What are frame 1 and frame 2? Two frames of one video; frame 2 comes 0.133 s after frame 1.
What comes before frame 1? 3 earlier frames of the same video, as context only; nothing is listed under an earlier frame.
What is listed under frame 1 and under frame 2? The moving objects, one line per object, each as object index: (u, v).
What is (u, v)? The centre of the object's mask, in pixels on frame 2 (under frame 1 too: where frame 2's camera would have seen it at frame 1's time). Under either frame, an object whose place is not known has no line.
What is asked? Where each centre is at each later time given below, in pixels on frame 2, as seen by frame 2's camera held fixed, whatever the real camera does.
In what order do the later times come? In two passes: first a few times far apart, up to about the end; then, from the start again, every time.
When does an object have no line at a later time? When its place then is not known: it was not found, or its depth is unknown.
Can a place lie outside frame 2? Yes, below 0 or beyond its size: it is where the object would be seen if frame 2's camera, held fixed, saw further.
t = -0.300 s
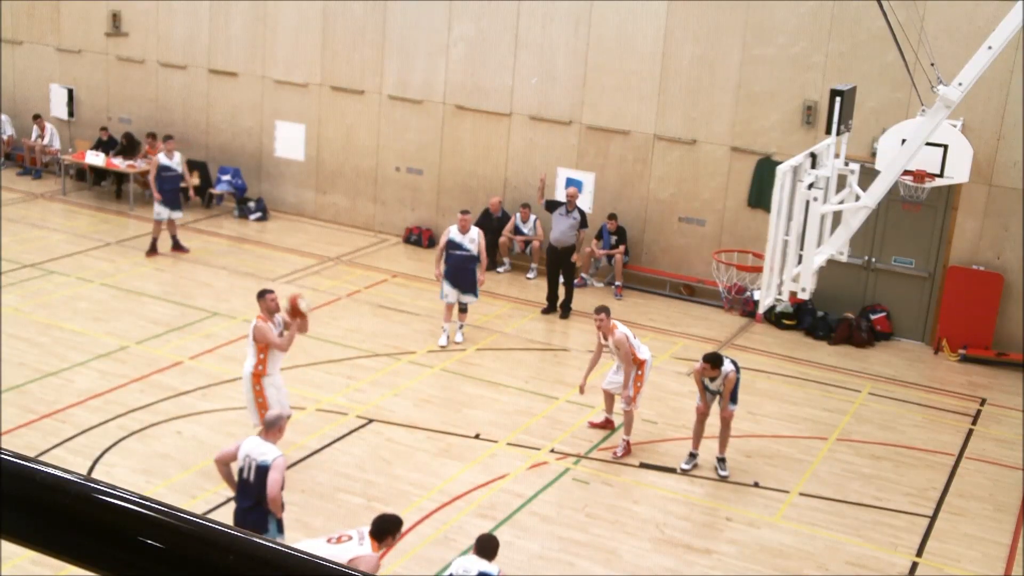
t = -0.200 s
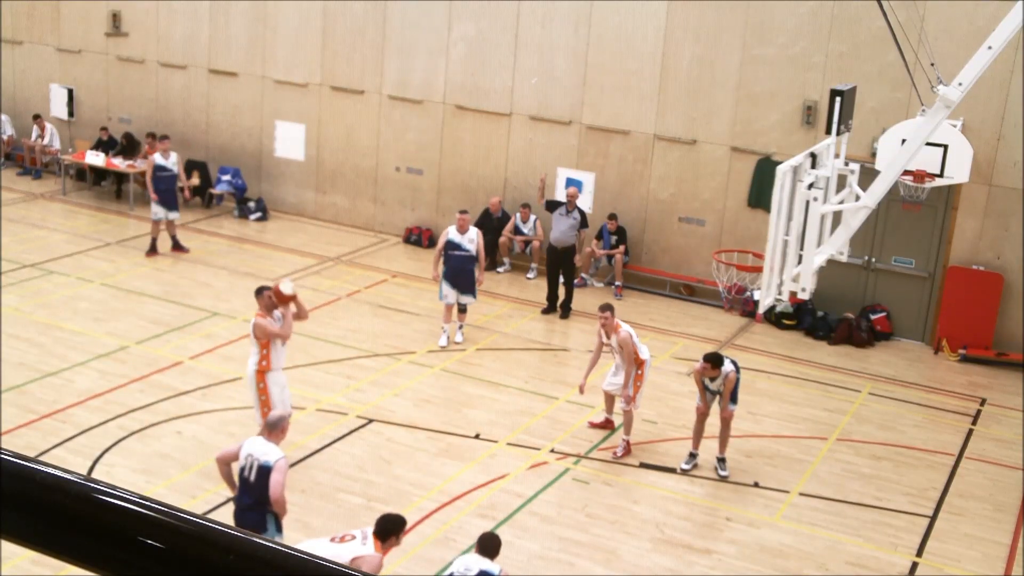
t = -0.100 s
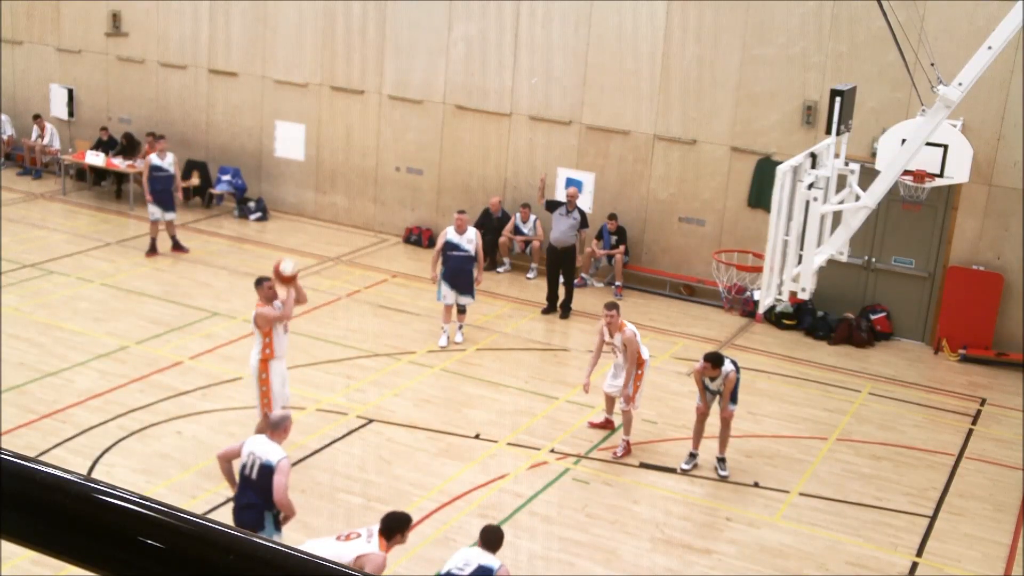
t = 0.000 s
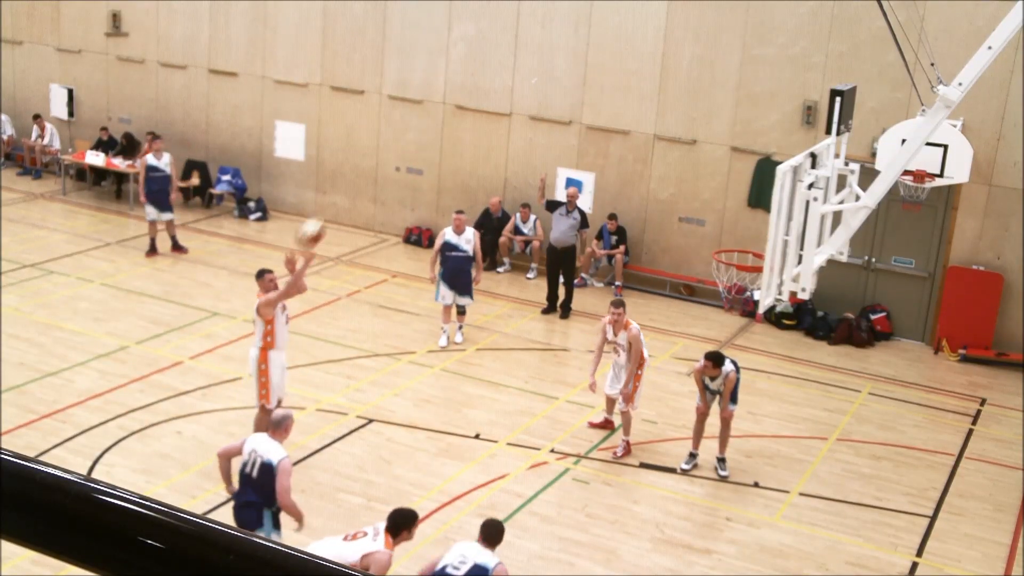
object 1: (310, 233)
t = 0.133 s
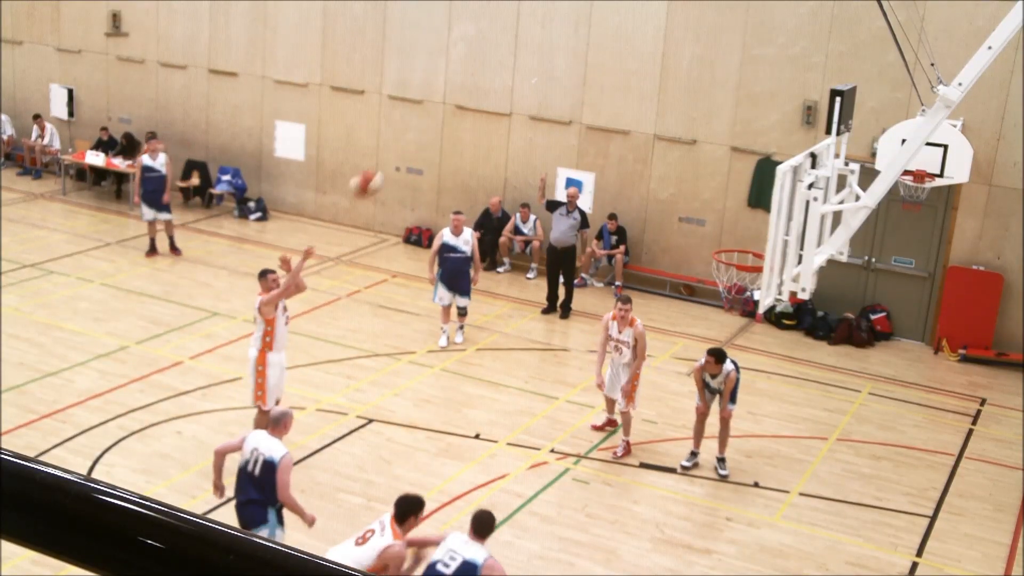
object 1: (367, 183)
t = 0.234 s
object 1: (412, 155)
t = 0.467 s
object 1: (518, 128)
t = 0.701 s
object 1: (633, 162)
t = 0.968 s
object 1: (753, 287)
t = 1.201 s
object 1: (782, 385)
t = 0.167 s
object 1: (381, 173)
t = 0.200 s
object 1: (396, 164)
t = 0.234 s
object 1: (412, 155)
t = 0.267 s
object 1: (425, 147)
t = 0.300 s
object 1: (439, 142)
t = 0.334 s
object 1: (455, 137)
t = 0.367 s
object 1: (471, 134)
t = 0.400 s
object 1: (488, 131)
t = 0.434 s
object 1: (503, 129)
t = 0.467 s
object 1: (518, 128)
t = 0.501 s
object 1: (534, 130)
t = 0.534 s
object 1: (549, 133)
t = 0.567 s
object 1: (568, 137)
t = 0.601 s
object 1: (585, 142)
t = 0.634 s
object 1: (600, 147)
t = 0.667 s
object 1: (619, 153)
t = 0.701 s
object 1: (633, 162)
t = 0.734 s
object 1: (651, 177)
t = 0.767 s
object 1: (666, 189)
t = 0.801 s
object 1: (685, 204)
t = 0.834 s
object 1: (701, 218)
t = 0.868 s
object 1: (717, 234)
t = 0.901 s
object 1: (733, 247)
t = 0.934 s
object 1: (743, 266)
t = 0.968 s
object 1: (753, 287)
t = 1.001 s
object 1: (757, 293)
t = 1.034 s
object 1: (764, 313)
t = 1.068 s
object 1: (768, 322)
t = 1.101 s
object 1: (772, 335)
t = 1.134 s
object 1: (775, 349)
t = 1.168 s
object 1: (780, 367)
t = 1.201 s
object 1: (782, 385)
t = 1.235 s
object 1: (784, 402)
